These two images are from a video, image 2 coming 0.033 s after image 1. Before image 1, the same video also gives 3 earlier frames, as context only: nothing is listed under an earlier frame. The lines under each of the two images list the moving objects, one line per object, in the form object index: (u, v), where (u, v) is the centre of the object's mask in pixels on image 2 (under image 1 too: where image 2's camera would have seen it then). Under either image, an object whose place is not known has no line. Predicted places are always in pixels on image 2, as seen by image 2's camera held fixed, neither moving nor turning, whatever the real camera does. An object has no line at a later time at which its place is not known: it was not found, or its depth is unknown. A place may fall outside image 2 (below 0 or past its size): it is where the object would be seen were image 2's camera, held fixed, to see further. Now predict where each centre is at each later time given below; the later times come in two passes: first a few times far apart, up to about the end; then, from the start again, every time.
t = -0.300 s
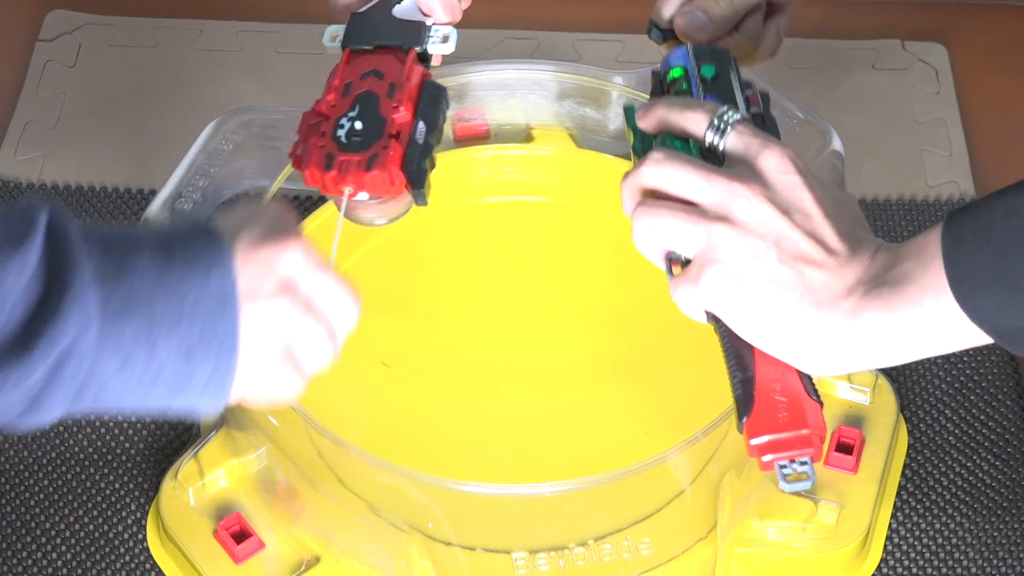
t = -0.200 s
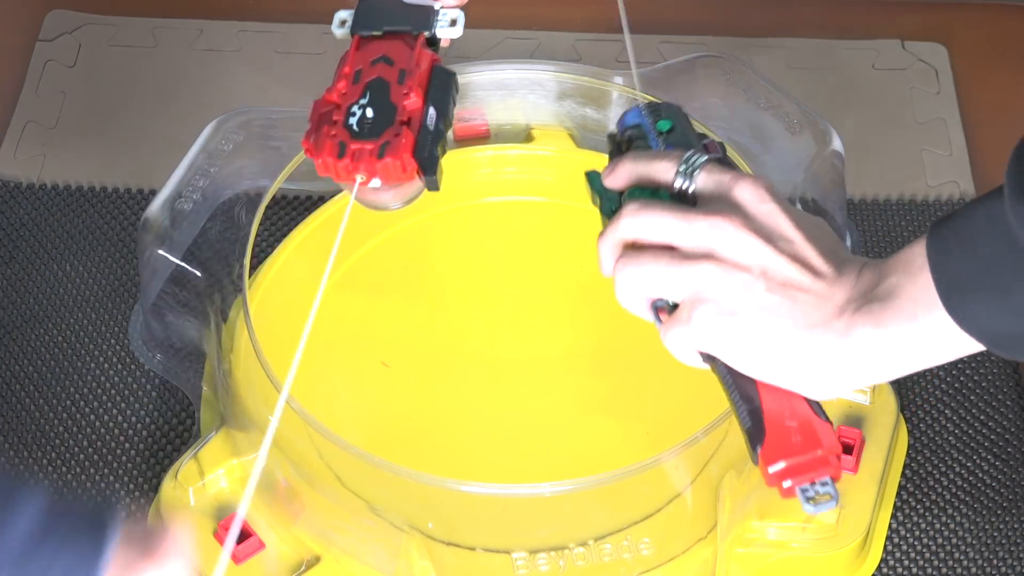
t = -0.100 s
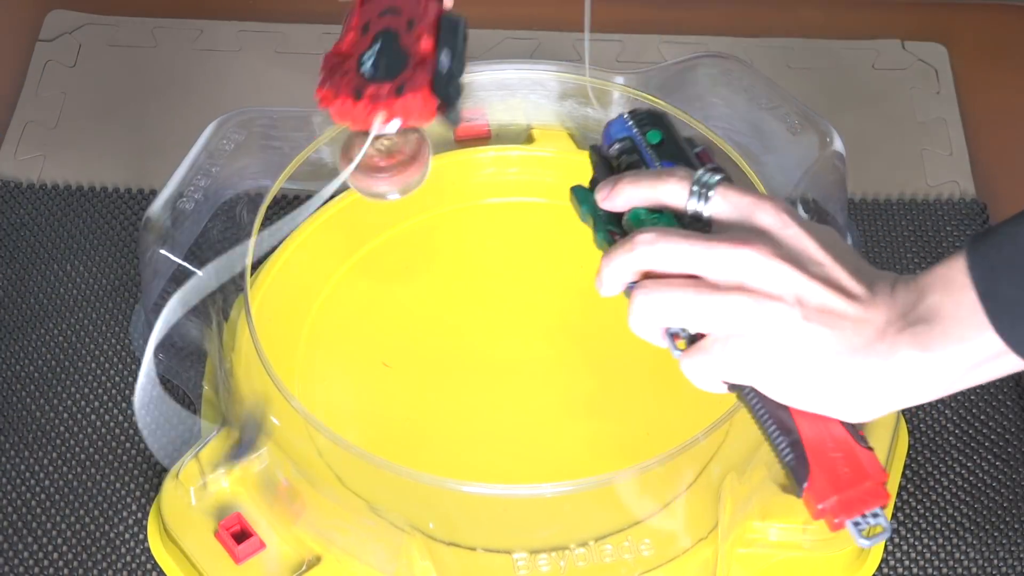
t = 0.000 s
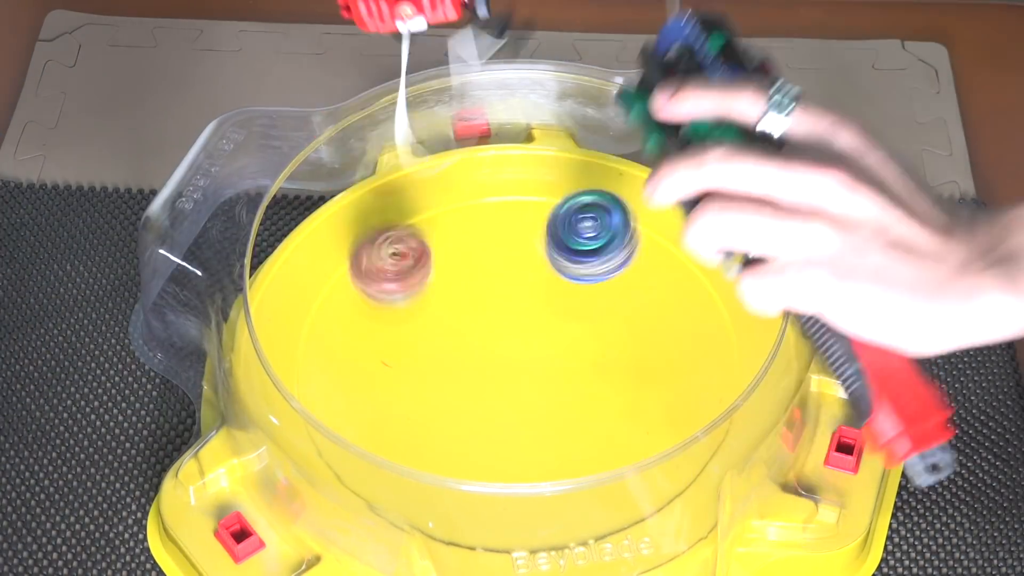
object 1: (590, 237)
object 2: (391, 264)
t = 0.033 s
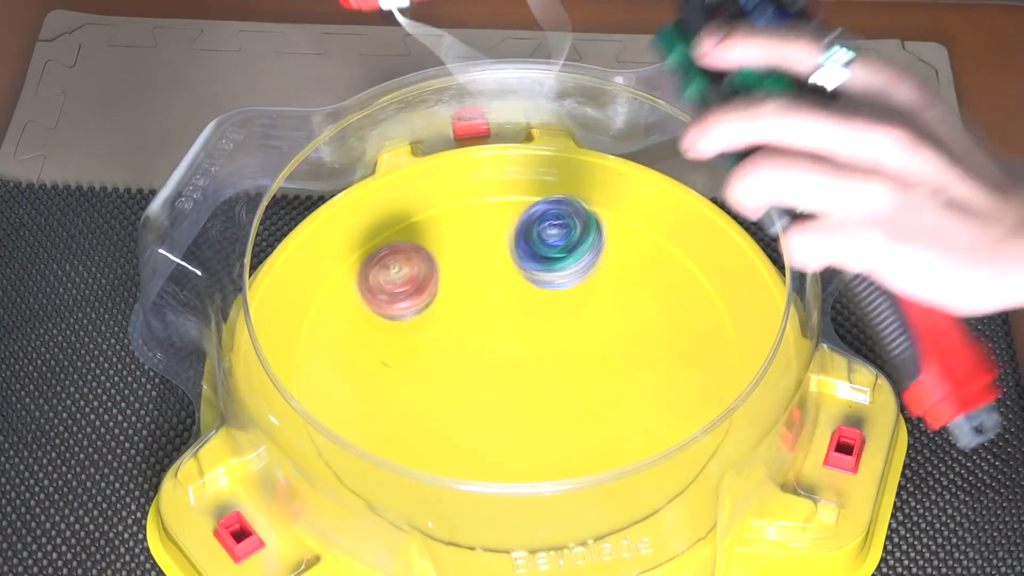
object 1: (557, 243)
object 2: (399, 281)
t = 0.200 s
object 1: (513, 252)
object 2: (259, 358)
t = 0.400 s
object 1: (547, 308)
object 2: (474, 351)
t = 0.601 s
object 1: (626, 330)
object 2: (338, 429)
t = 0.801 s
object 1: (581, 332)
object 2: (381, 407)
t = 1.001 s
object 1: (540, 330)
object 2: (414, 391)
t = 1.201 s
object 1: (552, 359)
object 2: (408, 397)
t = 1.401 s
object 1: (558, 379)
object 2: (433, 371)
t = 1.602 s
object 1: (549, 372)
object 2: (403, 276)
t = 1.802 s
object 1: (550, 353)
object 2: (418, 240)
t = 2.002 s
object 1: (570, 367)
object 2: (503, 278)
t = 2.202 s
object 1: (556, 390)
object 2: (532, 306)
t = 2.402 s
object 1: (509, 435)
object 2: (539, 158)
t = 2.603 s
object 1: (476, 383)
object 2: (561, 274)
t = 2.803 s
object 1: (436, 328)
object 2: (680, 374)
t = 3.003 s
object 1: (428, 334)
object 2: (674, 407)
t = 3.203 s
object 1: (459, 345)
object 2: (563, 391)
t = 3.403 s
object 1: (438, 320)
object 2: (626, 418)
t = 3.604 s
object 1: (474, 329)
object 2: (573, 409)
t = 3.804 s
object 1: (502, 322)
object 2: (568, 446)
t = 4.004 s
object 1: (507, 328)
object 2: (565, 448)
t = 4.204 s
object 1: (498, 330)
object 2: (579, 444)
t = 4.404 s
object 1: (472, 308)
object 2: (607, 495)
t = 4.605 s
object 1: (480, 327)
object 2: (554, 430)
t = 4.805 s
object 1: (487, 321)
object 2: (539, 417)
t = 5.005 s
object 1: (496, 327)
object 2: (532, 410)
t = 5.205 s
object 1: (505, 321)
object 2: (546, 436)
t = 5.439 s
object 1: (496, 330)
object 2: (542, 427)
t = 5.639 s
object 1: (506, 329)
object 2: (536, 423)
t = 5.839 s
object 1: (489, 320)
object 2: (524, 410)
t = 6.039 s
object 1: (482, 332)
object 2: (522, 403)
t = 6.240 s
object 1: (490, 322)
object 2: (555, 423)
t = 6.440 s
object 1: (488, 335)
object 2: (562, 401)
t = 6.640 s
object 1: (490, 332)
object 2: (558, 417)
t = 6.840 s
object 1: (491, 343)
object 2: (558, 409)
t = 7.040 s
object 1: (493, 343)
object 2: (559, 409)
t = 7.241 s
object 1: (501, 346)
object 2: (552, 413)
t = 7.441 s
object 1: (507, 352)
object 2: (558, 409)
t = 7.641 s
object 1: (505, 348)
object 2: (553, 412)
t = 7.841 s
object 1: (505, 349)
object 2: (556, 409)
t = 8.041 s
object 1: (506, 351)
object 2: (553, 411)
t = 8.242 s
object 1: (506, 350)
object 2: (554, 410)
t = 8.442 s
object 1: (506, 350)
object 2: (554, 410)
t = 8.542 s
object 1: (506, 350)
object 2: (554, 410)
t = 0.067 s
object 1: (527, 258)
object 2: (411, 282)
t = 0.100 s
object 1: (501, 270)
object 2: (423, 296)
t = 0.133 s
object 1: (499, 261)
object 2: (366, 329)
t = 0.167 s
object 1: (505, 255)
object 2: (297, 352)
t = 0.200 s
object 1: (513, 252)
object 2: (259, 358)
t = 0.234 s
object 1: (520, 254)
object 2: (290, 347)
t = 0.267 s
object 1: (527, 261)
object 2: (322, 346)
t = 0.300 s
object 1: (535, 267)
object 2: (357, 360)
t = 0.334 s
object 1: (541, 279)
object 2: (396, 360)
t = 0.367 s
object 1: (544, 292)
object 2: (436, 356)
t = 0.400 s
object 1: (547, 308)
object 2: (474, 351)
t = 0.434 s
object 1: (569, 313)
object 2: (448, 370)
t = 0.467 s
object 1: (590, 316)
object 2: (418, 390)
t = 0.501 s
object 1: (606, 320)
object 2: (393, 406)
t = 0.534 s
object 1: (616, 324)
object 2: (372, 416)
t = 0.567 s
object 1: (623, 327)
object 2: (353, 425)
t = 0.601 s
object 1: (626, 330)
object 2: (338, 429)
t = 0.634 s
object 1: (624, 331)
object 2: (334, 427)
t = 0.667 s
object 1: (621, 333)
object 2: (336, 427)
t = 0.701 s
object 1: (615, 334)
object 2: (342, 424)
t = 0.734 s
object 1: (605, 334)
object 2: (352, 419)
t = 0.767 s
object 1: (593, 334)
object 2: (366, 411)
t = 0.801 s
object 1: (581, 332)
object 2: (381, 407)
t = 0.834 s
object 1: (568, 330)
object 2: (400, 399)
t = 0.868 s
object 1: (556, 331)
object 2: (421, 390)
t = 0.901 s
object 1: (543, 332)
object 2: (442, 381)
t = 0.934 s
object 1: (535, 333)
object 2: (453, 378)
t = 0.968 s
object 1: (538, 331)
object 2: (431, 385)
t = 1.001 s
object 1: (540, 330)
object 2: (414, 391)
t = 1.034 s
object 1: (542, 332)
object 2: (400, 397)
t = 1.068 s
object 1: (544, 336)
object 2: (392, 399)
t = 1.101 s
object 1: (546, 342)
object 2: (388, 400)
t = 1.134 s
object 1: (548, 347)
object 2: (391, 401)
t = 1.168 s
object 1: (550, 353)
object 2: (397, 400)
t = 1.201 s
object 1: (552, 359)
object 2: (408, 397)
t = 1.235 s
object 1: (551, 364)
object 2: (422, 394)
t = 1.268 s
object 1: (550, 369)
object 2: (438, 390)
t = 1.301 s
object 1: (547, 374)
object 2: (455, 385)
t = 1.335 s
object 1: (553, 376)
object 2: (445, 382)
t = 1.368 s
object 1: (557, 378)
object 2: (437, 377)
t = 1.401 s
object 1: (558, 379)
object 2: (433, 371)
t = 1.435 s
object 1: (557, 379)
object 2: (434, 364)
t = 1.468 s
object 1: (553, 377)
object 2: (438, 357)
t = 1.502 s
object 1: (547, 374)
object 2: (445, 349)
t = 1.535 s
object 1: (540, 370)
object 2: (453, 342)
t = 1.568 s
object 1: (544, 371)
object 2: (429, 311)
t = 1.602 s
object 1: (549, 372)
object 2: (403, 276)
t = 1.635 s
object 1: (553, 371)
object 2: (379, 249)
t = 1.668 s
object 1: (555, 368)
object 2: (363, 220)
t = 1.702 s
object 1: (555, 365)
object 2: (350, 196)
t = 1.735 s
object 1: (553, 362)
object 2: (359, 193)
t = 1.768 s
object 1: (551, 358)
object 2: (387, 215)
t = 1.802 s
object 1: (550, 353)
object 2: (418, 240)
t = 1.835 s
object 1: (549, 348)
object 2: (449, 264)
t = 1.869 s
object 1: (547, 344)
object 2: (481, 290)
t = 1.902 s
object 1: (556, 351)
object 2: (489, 283)
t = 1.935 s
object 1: (563, 357)
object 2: (494, 278)
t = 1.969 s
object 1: (567, 362)
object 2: (498, 276)
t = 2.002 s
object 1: (570, 367)
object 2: (503, 278)
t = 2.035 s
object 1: (573, 372)
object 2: (509, 283)
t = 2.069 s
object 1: (573, 376)
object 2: (515, 289)
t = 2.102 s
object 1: (572, 379)
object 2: (520, 296)
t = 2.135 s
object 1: (568, 379)
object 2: (525, 303)
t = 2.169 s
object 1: (561, 382)
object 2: (530, 308)
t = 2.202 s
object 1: (556, 390)
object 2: (532, 306)
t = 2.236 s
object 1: (551, 408)
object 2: (527, 256)
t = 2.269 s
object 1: (546, 419)
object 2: (522, 215)
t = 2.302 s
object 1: (535, 428)
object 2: (520, 178)
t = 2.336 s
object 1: (527, 436)
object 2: (519, 149)
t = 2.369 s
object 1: (518, 437)
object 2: (529, 149)
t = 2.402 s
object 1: (509, 435)
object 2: (539, 158)
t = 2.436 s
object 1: (497, 432)
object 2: (547, 168)
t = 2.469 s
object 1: (491, 426)
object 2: (554, 185)
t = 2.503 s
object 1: (485, 416)
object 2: (559, 206)
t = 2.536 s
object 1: (480, 404)
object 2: (561, 227)
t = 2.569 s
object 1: (475, 393)
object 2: (562, 250)
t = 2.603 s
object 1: (476, 383)
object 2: (561, 274)
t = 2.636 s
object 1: (477, 371)
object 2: (559, 299)
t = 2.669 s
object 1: (475, 357)
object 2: (555, 322)
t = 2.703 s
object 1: (467, 350)
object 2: (583, 338)
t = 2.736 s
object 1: (456, 342)
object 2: (621, 351)
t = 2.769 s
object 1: (443, 331)
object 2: (653, 360)
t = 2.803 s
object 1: (436, 328)
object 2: (680, 374)
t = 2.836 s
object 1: (431, 323)
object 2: (703, 382)
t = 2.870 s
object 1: (424, 322)
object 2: (717, 390)
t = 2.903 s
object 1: (423, 324)
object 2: (722, 396)
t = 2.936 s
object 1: (424, 322)
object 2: (711, 403)
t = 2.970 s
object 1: (423, 329)
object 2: (695, 406)
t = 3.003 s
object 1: (428, 334)
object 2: (674, 407)
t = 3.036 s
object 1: (433, 334)
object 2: (653, 407)
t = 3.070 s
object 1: (438, 343)
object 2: (628, 405)
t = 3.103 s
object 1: (447, 344)
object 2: (602, 399)
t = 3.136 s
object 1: (452, 349)
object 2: (576, 393)
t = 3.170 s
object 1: (461, 353)
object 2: (551, 385)
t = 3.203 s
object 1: (459, 345)
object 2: (563, 391)
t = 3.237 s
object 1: (450, 343)
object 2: (587, 401)
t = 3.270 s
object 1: (445, 333)
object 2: (607, 407)
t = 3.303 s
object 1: (437, 329)
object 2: (621, 412)
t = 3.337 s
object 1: (437, 324)
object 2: (629, 415)
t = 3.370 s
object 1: (434, 321)
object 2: (630, 417)
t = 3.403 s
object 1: (438, 320)
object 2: (626, 418)
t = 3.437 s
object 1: (440, 318)
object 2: (619, 419)
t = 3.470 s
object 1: (447, 320)
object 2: (612, 419)
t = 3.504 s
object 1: (452, 320)
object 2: (603, 418)
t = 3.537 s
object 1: (459, 325)
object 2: (594, 416)
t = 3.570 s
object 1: (467, 325)
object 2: (583, 413)
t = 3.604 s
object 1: (474, 329)
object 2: (573, 409)
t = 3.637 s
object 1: (485, 331)
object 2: (563, 405)
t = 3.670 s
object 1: (490, 334)
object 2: (553, 401)
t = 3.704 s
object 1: (499, 334)
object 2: (551, 403)
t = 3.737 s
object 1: (500, 330)
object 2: (558, 421)
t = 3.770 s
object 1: (503, 325)
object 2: (566, 439)
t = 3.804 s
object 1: (502, 322)
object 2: (568, 446)
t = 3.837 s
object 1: (507, 320)
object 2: (569, 452)
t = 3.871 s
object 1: (505, 320)
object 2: (569, 454)
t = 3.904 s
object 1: (509, 320)
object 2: (570, 459)
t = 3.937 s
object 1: (506, 322)
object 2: (567, 456)
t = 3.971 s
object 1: (509, 323)
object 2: (566, 451)
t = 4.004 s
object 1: (507, 328)
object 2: (565, 448)
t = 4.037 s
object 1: (509, 329)
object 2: (562, 442)
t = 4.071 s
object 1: (508, 336)
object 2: (560, 434)
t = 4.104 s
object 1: (509, 337)
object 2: (557, 424)
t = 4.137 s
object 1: (508, 344)
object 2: (553, 414)
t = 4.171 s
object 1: (504, 338)
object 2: (560, 424)
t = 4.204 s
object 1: (498, 330)
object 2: (579, 444)
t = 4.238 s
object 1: (489, 323)
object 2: (593, 466)
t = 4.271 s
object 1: (487, 315)
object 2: (605, 483)
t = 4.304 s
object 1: (481, 314)
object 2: (610, 491)
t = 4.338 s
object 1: (478, 307)
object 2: (612, 498)
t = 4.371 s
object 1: (477, 308)
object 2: (611, 497)
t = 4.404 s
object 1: (472, 308)
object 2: (607, 495)
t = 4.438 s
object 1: (474, 309)
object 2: (601, 487)
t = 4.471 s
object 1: (474, 313)
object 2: (593, 476)
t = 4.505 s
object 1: (473, 314)
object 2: (585, 467)
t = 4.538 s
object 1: (476, 320)
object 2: (575, 451)
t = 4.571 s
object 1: (476, 325)
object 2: (565, 443)
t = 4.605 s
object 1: (480, 327)
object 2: (554, 430)
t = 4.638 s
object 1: (483, 335)
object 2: (543, 414)
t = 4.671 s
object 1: (482, 336)
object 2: (534, 401)
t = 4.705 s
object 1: (486, 330)
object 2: (537, 407)
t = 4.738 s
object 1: (486, 329)
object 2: (539, 414)
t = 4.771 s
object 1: (484, 326)
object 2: (541, 417)
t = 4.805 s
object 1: (487, 321)
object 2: (539, 417)
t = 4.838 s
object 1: (490, 322)
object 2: (539, 417)
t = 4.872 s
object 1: (490, 324)
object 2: (537, 414)
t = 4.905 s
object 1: (492, 321)
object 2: (534, 411)
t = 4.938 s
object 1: (496, 323)
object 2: (532, 408)
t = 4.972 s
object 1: (497, 328)
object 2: (530, 405)
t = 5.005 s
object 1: (496, 327)
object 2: (532, 410)
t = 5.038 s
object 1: (498, 321)
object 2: (538, 423)
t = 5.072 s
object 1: (502, 320)
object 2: (542, 433)
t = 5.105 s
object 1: (500, 320)
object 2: (544, 439)
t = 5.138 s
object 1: (499, 317)
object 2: (546, 441)
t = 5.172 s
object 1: (502, 317)
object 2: (548, 439)
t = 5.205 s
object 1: (505, 321)
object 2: (546, 436)
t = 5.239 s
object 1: (502, 324)
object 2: (544, 432)
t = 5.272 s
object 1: (501, 325)
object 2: (542, 427)
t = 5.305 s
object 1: (502, 327)
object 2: (539, 423)
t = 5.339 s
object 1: (504, 331)
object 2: (538, 415)
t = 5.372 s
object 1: (502, 334)
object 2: (536, 411)
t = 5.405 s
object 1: (498, 333)
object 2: (541, 421)
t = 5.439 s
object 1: (496, 330)
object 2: (542, 427)
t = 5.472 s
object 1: (498, 326)
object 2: (543, 430)
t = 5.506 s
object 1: (498, 324)
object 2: (543, 431)
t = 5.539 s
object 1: (501, 323)
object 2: (543, 430)
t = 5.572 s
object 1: (503, 324)
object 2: (542, 428)
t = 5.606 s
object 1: (505, 325)
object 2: (539, 426)
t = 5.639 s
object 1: (506, 329)
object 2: (536, 423)
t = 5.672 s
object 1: (502, 329)
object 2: (533, 420)
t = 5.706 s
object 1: (500, 329)
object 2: (531, 414)
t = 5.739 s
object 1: (498, 328)
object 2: (527, 409)
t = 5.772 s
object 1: (496, 326)
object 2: (521, 403)
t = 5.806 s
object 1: (491, 325)
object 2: (520, 404)
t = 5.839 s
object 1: (489, 320)
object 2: (524, 410)
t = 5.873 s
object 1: (488, 319)
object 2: (523, 411)
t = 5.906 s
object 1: (489, 319)
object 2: (523, 411)
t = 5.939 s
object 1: (490, 323)
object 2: (524, 410)
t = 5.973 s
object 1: (487, 326)
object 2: (522, 409)
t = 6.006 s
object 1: (485, 330)
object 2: (521, 407)
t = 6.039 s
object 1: (482, 332)
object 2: (522, 403)
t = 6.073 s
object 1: (480, 331)
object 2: (521, 399)
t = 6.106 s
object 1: (477, 327)
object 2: (531, 408)
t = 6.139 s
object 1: (477, 321)
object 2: (540, 417)
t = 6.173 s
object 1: (482, 319)
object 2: (549, 422)
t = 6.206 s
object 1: (485, 319)
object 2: (555, 424)
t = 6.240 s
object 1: (490, 322)
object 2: (555, 423)
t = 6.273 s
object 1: (493, 327)
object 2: (555, 420)
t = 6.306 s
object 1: (492, 333)
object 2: (553, 416)
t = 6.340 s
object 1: (492, 336)
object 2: (552, 411)
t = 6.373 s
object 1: (490, 338)
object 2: (551, 404)
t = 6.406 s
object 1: (489, 338)
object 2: (551, 398)
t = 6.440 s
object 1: (488, 335)
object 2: (562, 401)
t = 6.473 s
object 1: (486, 334)
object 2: (569, 407)
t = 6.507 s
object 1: (486, 332)
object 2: (568, 415)
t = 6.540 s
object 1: (487, 331)
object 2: (566, 417)
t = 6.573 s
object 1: (488, 331)
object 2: (563, 417)
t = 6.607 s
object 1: (490, 331)
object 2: (561, 418)
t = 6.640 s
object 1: (490, 332)
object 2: (558, 417)
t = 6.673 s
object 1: (490, 332)
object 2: (556, 417)
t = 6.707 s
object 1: (491, 333)
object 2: (555, 415)
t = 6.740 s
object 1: (493, 334)
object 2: (555, 413)
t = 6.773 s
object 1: (493, 337)
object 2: (555, 411)
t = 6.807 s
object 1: (493, 340)
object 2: (557, 410)
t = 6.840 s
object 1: (491, 343)
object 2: (558, 409)
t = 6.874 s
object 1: (491, 343)
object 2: (559, 409)
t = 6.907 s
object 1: (491, 343)
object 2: (559, 408)
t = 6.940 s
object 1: (491, 343)
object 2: (559, 408)
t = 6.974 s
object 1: (492, 343)
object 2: (559, 408)
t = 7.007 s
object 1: (492, 344)
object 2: (559, 408)
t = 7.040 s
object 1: (493, 343)
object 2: (559, 409)
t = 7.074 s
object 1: (494, 344)
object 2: (558, 409)
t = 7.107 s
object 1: (495, 344)
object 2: (556, 410)
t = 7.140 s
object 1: (496, 344)
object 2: (555, 411)
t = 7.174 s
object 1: (498, 344)
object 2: (553, 412)
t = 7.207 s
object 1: (499, 345)
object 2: (553, 413)
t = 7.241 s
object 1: (501, 346)
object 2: (552, 413)
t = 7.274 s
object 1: (503, 347)
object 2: (553, 412)
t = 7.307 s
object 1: (505, 348)
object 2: (554, 411)
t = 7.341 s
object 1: (506, 350)
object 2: (555, 410)
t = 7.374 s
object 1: (507, 351)
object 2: (556, 410)
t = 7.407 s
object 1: (507, 352)
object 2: (557, 409)
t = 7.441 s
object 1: (507, 352)
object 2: (558, 409)
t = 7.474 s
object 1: (507, 351)
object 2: (558, 409)
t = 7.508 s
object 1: (506, 350)
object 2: (557, 409)
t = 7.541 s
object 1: (506, 350)
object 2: (556, 409)
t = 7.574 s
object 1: (506, 349)
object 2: (555, 410)
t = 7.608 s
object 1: (505, 349)
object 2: (554, 411)
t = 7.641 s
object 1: (505, 348)
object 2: (553, 412)
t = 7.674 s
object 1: (505, 348)
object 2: (553, 412)
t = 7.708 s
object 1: (505, 348)
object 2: (553, 411)
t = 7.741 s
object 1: (505, 348)
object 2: (554, 410)
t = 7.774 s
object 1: (505, 348)
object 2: (555, 409)
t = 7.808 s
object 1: (505, 348)
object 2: (555, 409)
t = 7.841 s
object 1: (505, 349)
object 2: (556, 409)
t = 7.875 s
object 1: (505, 349)
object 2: (556, 409)
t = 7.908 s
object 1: (505, 349)
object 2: (555, 409)
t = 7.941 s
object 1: (506, 349)
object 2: (553, 410)
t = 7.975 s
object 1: (506, 350)
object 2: (553, 411)
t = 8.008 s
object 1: (506, 350)
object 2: (553, 411)
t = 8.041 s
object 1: (506, 351)
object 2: (553, 411)
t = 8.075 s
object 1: (506, 351)
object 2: (553, 411)
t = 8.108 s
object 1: (506, 350)
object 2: (553, 411)
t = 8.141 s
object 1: (506, 350)
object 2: (554, 410)
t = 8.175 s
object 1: (506, 350)
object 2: (554, 410)
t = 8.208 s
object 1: (506, 350)
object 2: (554, 410)
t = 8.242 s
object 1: (506, 350)
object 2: (554, 410)
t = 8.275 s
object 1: (506, 349)
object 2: (554, 410)
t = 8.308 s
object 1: (506, 349)
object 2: (554, 410)
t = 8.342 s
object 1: (506, 349)
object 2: (554, 410)
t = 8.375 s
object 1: (506, 349)
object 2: (554, 410)
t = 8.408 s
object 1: (506, 349)
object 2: (554, 410)
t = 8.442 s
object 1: (506, 350)
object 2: (554, 410)
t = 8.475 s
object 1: (506, 350)
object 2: (554, 410)
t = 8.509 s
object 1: (506, 350)
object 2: (554, 410)
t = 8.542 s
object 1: (506, 350)
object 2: (554, 410)
